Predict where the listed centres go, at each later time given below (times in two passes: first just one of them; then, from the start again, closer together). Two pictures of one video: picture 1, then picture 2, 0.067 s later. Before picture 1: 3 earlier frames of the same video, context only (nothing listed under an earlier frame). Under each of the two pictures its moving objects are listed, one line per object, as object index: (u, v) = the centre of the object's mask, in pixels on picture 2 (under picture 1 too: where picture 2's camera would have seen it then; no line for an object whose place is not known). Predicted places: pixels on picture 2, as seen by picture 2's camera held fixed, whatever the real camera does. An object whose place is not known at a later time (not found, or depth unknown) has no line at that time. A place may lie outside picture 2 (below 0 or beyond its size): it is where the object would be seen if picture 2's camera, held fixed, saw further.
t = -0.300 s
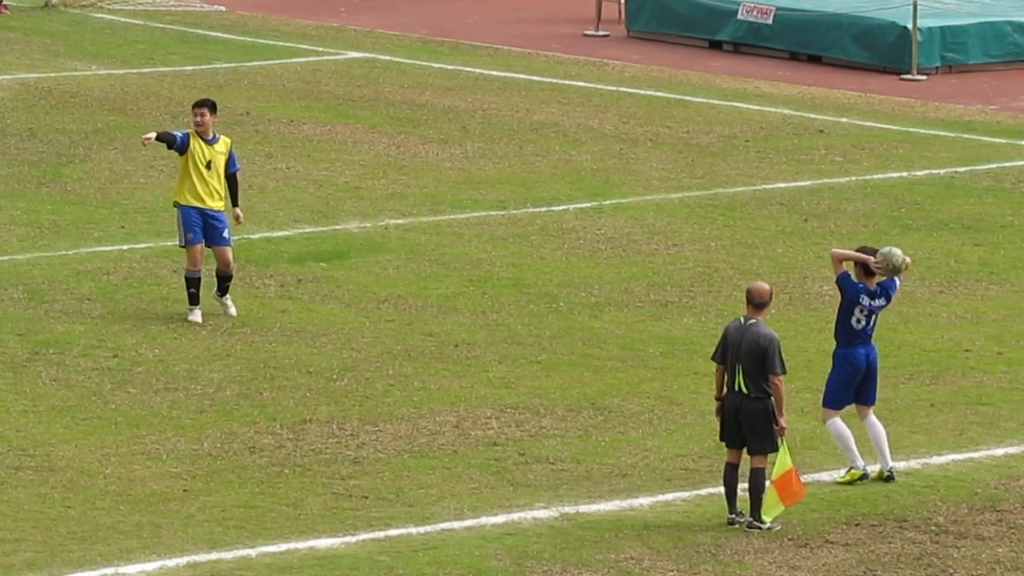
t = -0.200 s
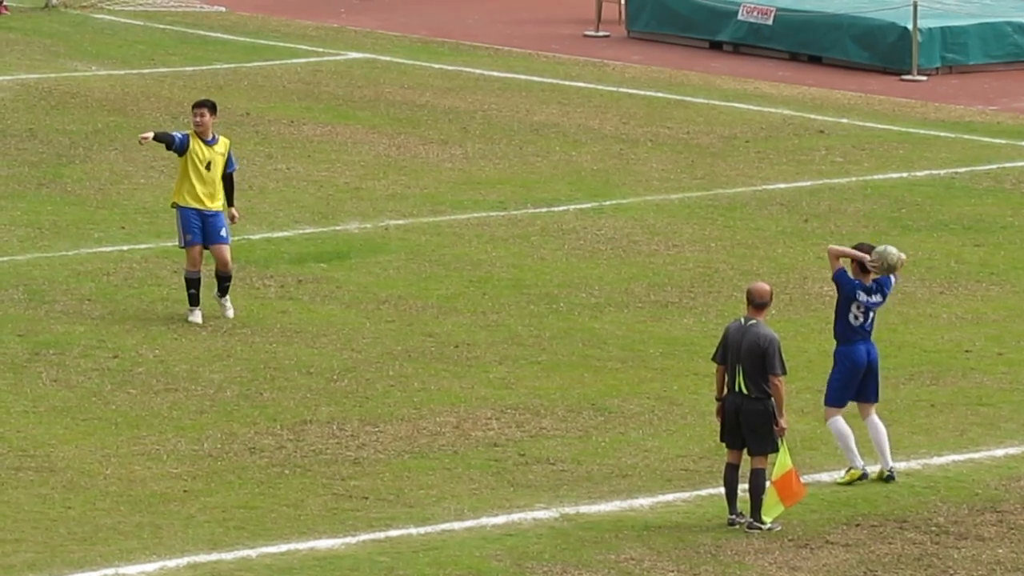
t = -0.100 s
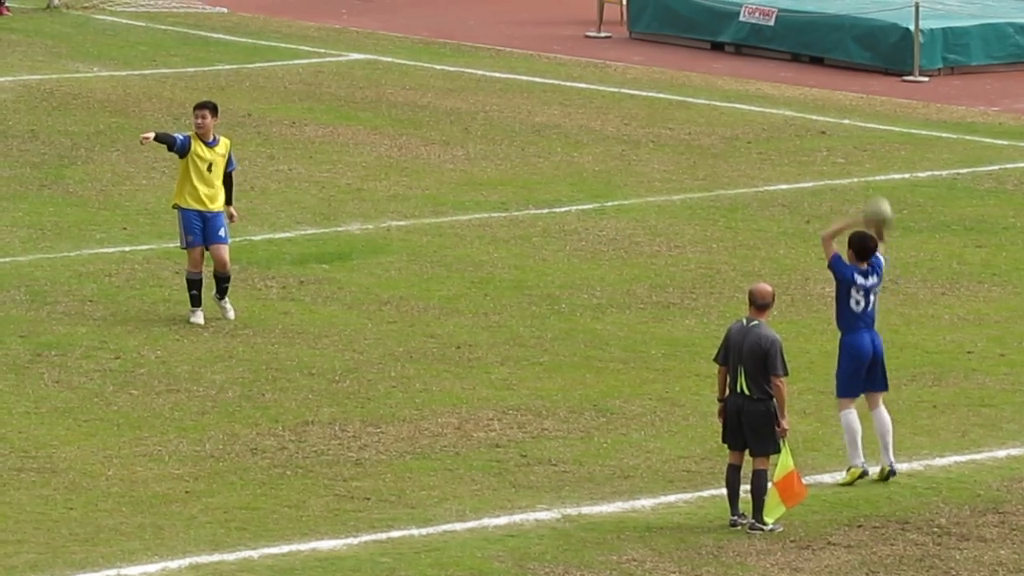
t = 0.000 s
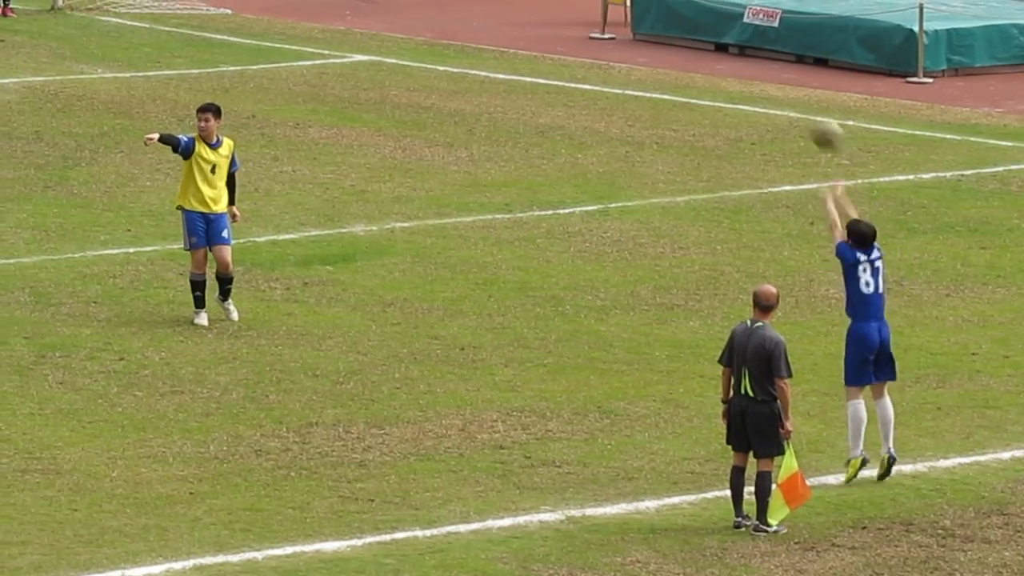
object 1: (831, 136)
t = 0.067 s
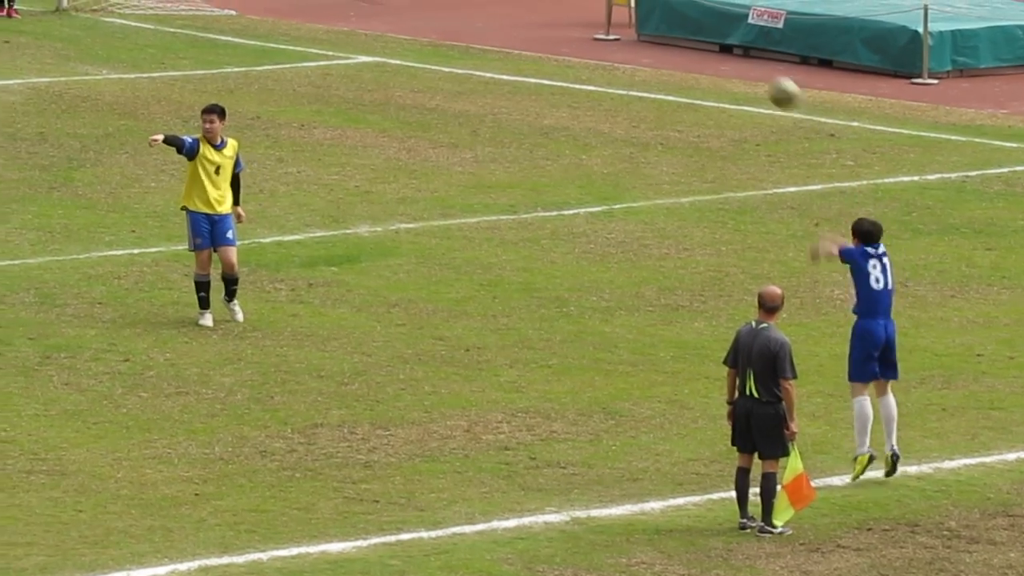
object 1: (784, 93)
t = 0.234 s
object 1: (675, 17)
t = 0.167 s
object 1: (718, 43)
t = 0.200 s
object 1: (696, 30)
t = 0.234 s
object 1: (675, 17)
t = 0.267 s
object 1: (654, 10)
